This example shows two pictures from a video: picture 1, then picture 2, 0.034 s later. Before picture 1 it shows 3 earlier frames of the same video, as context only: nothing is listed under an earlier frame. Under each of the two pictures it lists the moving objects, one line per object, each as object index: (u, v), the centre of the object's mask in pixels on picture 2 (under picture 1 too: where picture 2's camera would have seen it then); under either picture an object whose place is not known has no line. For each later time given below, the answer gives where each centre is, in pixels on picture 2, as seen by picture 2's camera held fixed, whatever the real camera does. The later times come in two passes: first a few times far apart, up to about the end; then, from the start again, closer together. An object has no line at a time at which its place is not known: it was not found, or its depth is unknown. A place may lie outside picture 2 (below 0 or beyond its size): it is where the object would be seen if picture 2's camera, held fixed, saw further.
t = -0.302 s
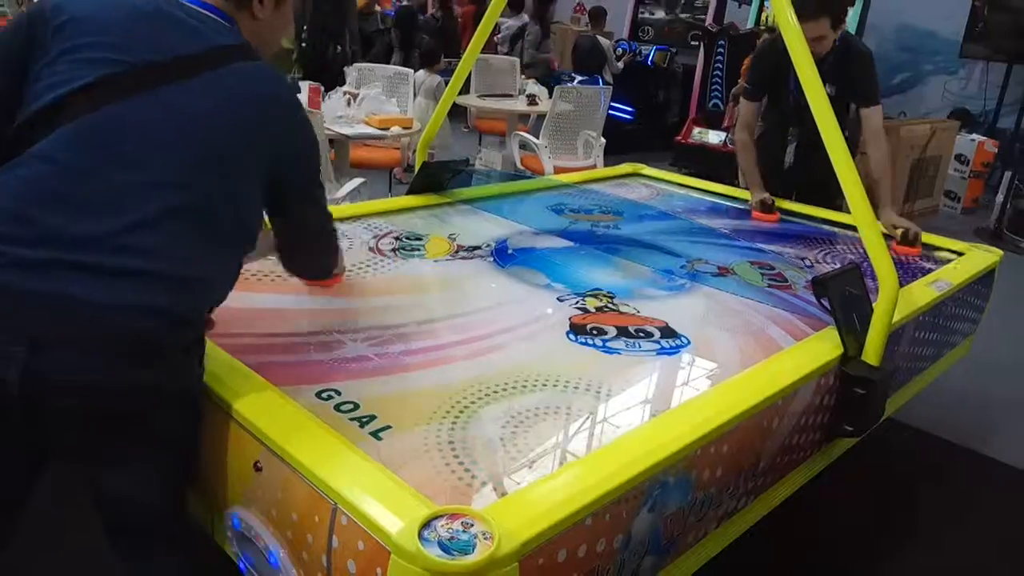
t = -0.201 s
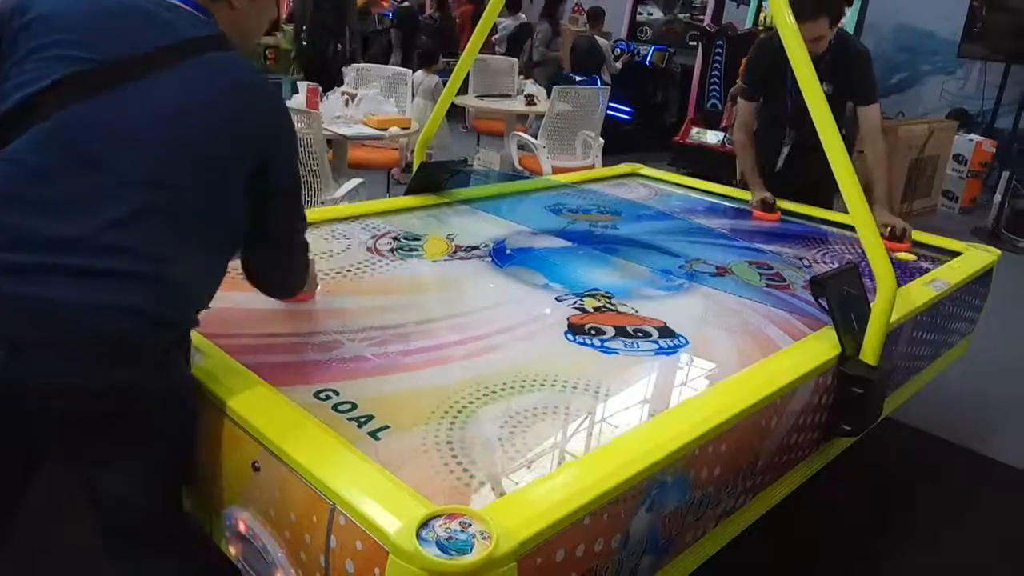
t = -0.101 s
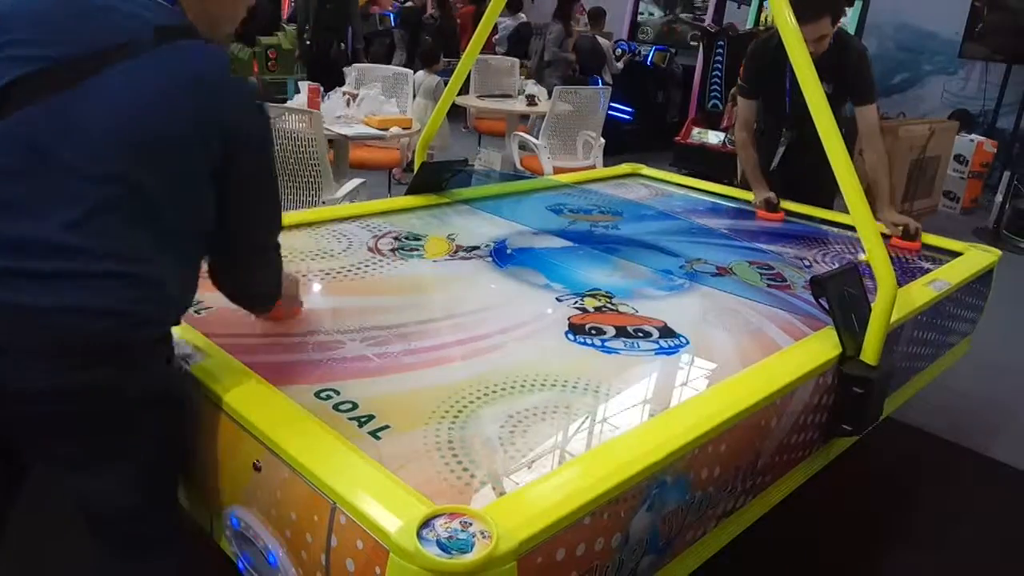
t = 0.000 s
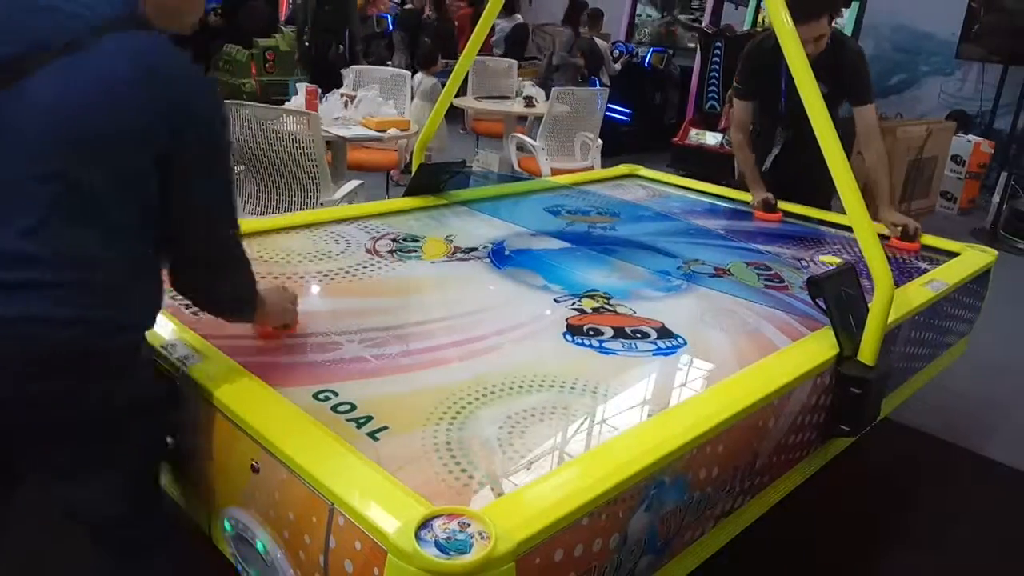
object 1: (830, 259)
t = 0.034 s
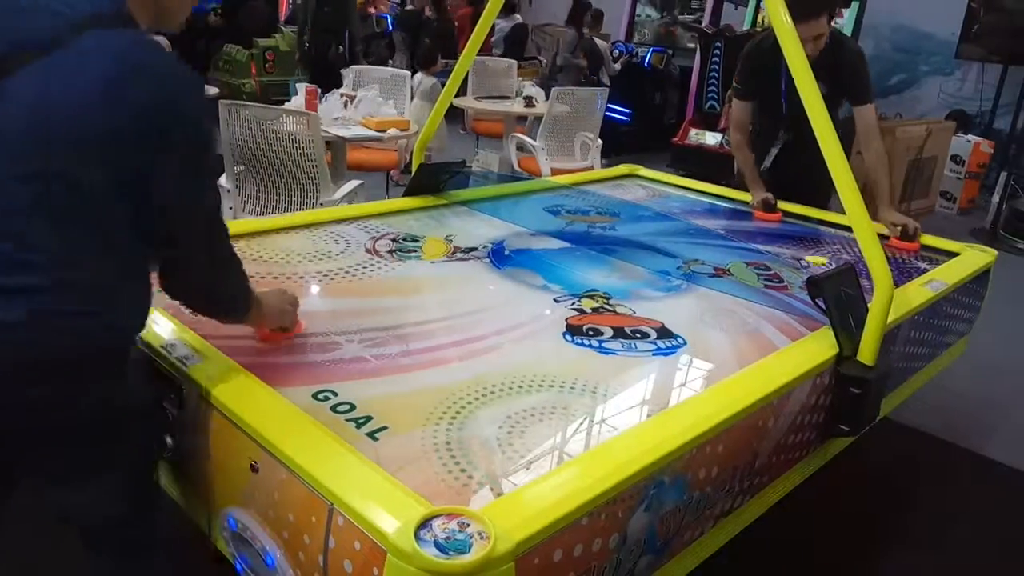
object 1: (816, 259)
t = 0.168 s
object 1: (764, 259)
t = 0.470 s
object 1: (642, 267)
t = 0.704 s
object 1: (539, 270)
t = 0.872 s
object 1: (461, 273)
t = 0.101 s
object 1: (793, 257)
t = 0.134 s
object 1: (780, 259)
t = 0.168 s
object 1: (764, 259)
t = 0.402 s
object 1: (670, 266)
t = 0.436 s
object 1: (655, 266)
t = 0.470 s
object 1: (642, 267)
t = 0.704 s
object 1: (539, 270)
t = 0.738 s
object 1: (525, 271)
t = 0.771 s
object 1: (510, 271)
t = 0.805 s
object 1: (496, 272)
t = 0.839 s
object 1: (476, 272)
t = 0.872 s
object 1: (461, 273)
